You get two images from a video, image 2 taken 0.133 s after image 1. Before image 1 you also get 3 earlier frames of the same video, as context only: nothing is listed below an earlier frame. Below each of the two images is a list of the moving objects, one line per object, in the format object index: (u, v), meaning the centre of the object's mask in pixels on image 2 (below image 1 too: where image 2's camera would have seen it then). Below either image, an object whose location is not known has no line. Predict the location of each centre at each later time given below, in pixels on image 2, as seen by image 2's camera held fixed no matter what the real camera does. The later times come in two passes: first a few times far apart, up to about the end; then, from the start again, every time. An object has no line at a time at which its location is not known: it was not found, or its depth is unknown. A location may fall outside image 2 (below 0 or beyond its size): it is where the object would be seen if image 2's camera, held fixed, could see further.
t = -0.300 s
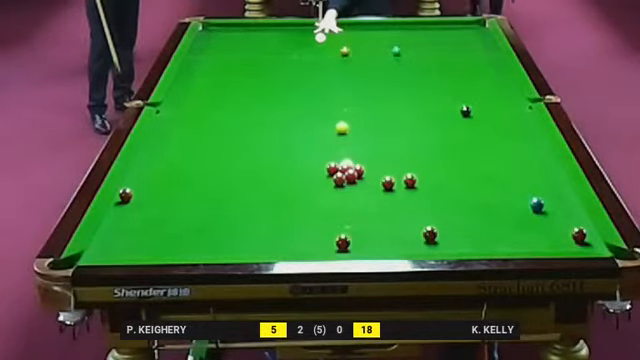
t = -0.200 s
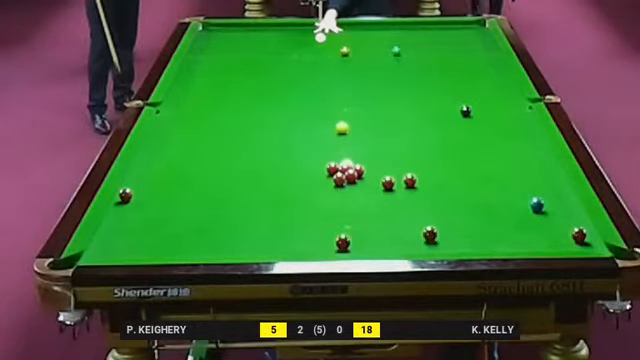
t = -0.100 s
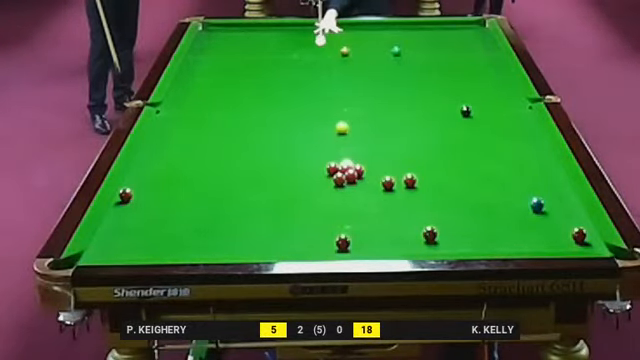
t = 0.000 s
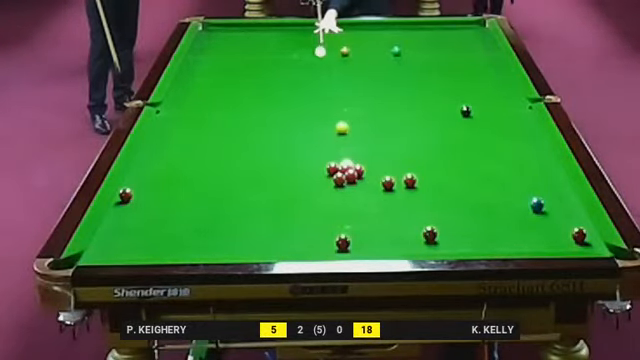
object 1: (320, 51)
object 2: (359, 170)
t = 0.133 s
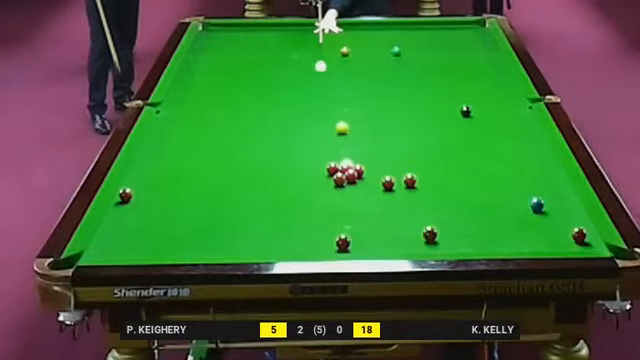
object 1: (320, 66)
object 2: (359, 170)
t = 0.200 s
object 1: (320, 74)
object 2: (359, 170)
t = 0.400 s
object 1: (321, 98)
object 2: (359, 170)
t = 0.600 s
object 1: (321, 126)
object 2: (359, 170)
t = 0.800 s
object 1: (322, 160)
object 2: (359, 170)
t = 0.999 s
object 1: (286, 189)
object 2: (394, 172)
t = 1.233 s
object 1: (235, 228)
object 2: (438, 176)
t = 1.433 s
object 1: (193, 248)
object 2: (474, 179)
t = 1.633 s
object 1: (175, 223)
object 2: (510, 181)
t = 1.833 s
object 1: (158, 201)
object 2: (545, 183)
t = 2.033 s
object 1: (142, 181)
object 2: (557, 185)
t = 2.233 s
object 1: (139, 166)
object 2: (535, 187)
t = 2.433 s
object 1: (159, 152)
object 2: (515, 189)
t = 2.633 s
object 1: (176, 140)
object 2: (496, 191)
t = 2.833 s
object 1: (191, 129)
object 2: (478, 193)
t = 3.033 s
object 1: (205, 118)
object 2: (461, 195)
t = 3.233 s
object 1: (218, 109)
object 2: (445, 196)
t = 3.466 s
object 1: (232, 99)
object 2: (427, 198)
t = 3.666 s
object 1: (242, 91)
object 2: (413, 200)
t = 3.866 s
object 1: (252, 84)
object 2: (400, 201)
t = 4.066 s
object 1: (261, 77)
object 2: (389, 202)
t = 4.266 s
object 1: (269, 71)
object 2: (379, 203)
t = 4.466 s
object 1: (277, 65)
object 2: (369, 205)
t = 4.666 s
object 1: (284, 60)
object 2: (361, 206)
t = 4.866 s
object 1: (290, 55)
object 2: (354, 207)
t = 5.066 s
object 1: (296, 50)
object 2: (348, 208)
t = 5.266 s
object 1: (302, 46)
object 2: (343, 208)
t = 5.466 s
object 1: (307, 42)
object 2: (339, 209)
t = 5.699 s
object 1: (313, 38)
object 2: (336, 209)
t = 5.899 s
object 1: (317, 34)
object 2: (335, 209)
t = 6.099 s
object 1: (320, 32)
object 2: (335, 209)
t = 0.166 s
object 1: (320, 70)
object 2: (359, 170)
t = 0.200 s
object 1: (320, 74)
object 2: (359, 170)
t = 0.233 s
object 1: (320, 77)
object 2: (359, 170)
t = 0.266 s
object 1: (320, 81)
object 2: (359, 170)
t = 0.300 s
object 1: (320, 86)
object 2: (359, 170)
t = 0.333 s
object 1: (321, 89)
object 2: (359, 170)
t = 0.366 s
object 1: (321, 94)
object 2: (359, 170)
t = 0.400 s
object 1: (321, 98)
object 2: (359, 170)
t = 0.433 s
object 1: (321, 102)
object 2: (359, 170)
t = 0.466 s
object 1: (321, 107)
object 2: (359, 170)
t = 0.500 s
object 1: (321, 112)
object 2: (359, 170)
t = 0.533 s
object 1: (321, 117)
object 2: (359, 170)
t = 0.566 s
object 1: (321, 122)
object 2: (359, 170)
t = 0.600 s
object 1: (321, 126)
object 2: (359, 170)
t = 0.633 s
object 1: (321, 132)
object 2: (359, 170)
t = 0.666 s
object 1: (322, 137)
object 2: (359, 170)
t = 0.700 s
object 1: (322, 143)
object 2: (359, 170)
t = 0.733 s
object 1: (322, 148)
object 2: (359, 170)
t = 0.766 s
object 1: (322, 154)
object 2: (359, 170)
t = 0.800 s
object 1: (322, 160)
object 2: (359, 170)
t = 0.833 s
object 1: (320, 166)
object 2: (359, 170)
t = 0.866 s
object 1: (313, 171)
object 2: (367, 171)
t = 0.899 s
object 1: (306, 175)
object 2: (375, 172)
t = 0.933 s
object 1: (299, 179)
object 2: (381, 172)
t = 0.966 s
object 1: (292, 184)
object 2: (388, 171)
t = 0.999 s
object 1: (286, 189)
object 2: (394, 172)
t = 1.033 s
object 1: (279, 195)
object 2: (400, 173)
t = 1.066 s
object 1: (272, 200)
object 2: (405, 171)
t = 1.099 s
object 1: (265, 205)
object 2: (414, 172)
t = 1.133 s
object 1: (258, 211)
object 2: (419, 175)
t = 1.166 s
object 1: (250, 216)
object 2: (426, 176)
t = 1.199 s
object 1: (243, 222)
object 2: (432, 176)
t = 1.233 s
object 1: (235, 228)
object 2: (438, 176)
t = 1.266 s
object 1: (227, 234)
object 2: (444, 176)
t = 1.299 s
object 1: (220, 240)
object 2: (450, 177)
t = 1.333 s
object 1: (212, 245)
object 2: (456, 177)
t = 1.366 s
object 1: (204, 249)
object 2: (462, 178)
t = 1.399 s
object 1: (196, 251)
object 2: (468, 178)
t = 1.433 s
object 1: (193, 248)
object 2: (474, 179)
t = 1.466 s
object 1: (190, 245)
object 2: (480, 179)
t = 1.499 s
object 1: (187, 240)
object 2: (486, 179)
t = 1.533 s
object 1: (184, 235)
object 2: (492, 180)
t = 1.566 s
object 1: (181, 231)
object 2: (498, 180)
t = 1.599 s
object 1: (177, 227)
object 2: (504, 180)
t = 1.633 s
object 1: (175, 223)
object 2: (510, 181)
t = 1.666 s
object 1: (171, 220)
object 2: (516, 181)
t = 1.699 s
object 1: (168, 216)
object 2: (521, 182)
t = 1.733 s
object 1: (166, 212)
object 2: (527, 182)
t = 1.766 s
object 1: (163, 208)
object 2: (533, 182)
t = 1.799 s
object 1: (160, 205)
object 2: (539, 183)
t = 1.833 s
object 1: (158, 201)
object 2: (545, 183)
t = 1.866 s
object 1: (155, 198)
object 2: (550, 184)
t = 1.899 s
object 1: (152, 195)
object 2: (556, 184)
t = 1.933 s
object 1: (150, 192)
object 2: (562, 185)
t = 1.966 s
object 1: (147, 188)
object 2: (565, 185)
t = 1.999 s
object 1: (144, 185)
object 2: (561, 185)
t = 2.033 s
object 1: (142, 181)
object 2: (557, 185)
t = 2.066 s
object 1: (139, 179)
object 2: (553, 186)
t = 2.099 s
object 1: (137, 176)
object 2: (549, 186)
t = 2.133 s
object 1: (135, 173)
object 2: (546, 186)
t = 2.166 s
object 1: (133, 170)
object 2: (542, 186)
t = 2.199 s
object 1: (136, 168)
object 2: (539, 187)
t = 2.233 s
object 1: (139, 166)
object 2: (535, 187)
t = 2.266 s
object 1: (143, 163)
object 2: (532, 188)
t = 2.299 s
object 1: (146, 161)
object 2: (529, 188)
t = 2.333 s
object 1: (149, 158)
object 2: (525, 188)
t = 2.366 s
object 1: (152, 156)
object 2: (522, 189)
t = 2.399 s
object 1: (155, 154)
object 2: (518, 189)
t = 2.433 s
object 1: (159, 152)
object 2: (515, 189)
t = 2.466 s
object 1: (161, 150)
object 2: (512, 190)
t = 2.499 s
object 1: (164, 148)
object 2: (509, 190)
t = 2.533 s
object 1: (167, 146)
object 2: (505, 190)
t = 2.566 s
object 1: (170, 144)
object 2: (502, 191)
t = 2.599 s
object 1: (173, 142)
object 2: (499, 191)
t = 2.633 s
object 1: (176, 140)
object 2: (496, 191)
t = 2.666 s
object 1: (178, 138)
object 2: (493, 191)
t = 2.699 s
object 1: (181, 136)
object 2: (490, 192)
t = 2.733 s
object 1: (184, 134)
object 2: (487, 192)
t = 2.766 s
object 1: (186, 132)
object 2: (484, 192)
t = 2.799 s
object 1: (189, 130)
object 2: (481, 193)
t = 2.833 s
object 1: (191, 129)
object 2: (478, 193)
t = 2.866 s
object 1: (194, 127)
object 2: (475, 193)
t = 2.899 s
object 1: (196, 125)
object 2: (472, 193)
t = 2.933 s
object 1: (198, 124)
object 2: (469, 194)
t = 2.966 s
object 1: (201, 122)
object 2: (466, 194)
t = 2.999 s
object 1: (203, 120)
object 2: (463, 194)
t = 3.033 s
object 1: (205, 118)
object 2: (461, 195)
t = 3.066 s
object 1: (208, 117)
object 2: (458, 195)
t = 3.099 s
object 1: (209, 115)
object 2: (455, 195)
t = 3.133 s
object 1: (212, 114)
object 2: (452, 196)
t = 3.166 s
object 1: (214, 112)
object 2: (450, 196)
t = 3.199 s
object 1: (216, 111)
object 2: (448, 196)
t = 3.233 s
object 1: (218, 109)
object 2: (445, 196)
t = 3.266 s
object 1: (220, 108)
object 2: (442, 196)
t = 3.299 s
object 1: (222, 106)
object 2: (440, 197)
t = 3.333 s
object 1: (224, 105)
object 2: (437, 197)
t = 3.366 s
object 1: (226, 103)
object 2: (435, 197)
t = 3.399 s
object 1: (228, 102)
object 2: (432, 198)
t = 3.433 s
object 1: (230, 100)
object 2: (430, 198)
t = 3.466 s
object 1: (232, 99)
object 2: (427, 198)
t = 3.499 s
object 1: (234, 98)
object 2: (425, 199)
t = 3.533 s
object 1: (235, 96)
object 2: (423, 199)
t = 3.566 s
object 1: (237, 95)
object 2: (420, 199)
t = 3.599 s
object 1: (239, 94)
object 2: (418, 200)
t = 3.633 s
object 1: (241, 92)
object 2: (416, 200)
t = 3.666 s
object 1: (242, 91)
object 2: (413, 200)
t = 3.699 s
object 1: (244, 90)
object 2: (411, 200)
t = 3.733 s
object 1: (245, 89)
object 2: (409, 200)
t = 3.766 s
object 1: (247, 88)
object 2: (407, 201)
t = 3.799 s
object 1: (249, 86)
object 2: (405, 201)
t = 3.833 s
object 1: (250, 85)
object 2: (403, 201)
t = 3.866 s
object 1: (252, 84)
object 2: (400, 201)
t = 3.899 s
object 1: (253, 83)
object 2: (398, 201)
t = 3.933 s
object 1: (255, 81)
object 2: (397, 201)
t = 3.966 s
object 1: (256, 81)
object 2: (395, 202)
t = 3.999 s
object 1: (258, 79)
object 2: (393, 202)
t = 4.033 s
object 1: (259, 78)
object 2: (391, 202)
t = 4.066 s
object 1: (261, 77)
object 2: (389, 202)
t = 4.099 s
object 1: (262, 76)
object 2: (387, 203)
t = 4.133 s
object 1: (264, 75)
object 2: (385, 203)
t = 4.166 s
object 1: (265, 74)
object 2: (384, 203)
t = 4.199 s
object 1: (267, 73)
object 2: (382, 203)
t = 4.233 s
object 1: (268, 72)
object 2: (380, 203)
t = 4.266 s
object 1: (269, 71)
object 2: (379, 203)
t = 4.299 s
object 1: (270, 70)
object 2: (377, 204)
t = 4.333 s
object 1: (272, 69)
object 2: (375, 204)
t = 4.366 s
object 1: (273, 68)
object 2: (373, 204)
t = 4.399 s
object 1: (274, 67)
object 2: (372, 204)
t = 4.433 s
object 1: (276, 66)
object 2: (370, 204)
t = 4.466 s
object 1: (277, 65)
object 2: (369, 205)
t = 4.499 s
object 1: (278, 64)
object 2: (367, 205)
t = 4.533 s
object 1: (279, 63)
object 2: (366, 205)
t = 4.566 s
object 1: (281, 62)
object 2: (364, 205)
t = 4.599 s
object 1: (282, 61)
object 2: (363, 206)
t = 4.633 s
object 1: (283, 61)
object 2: (362, 206)
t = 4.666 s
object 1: (284, 60)
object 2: (361, 206)
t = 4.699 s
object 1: (285, 59)
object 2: (359, 206)
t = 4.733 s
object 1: (286, 58)
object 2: (358, 206)
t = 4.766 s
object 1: (287, 57)
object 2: (357, 206)
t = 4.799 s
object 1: (288, 56)
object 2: (356, 207)
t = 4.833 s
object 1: (289, 55)
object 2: (355, 207)
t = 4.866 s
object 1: (290, 55)
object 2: (354, 207)
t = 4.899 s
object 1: (291, 54)
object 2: (353, 207)
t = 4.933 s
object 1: (292, 53)
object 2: (351, 207)
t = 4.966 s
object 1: (293, 53)
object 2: (351, 207)
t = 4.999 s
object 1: (294, 52)
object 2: (350, 208)
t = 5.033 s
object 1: (295, 51)
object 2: (349, 208)
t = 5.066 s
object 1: (296, 50)
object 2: (348, 208)
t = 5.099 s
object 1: (297, 49)
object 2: (347, 208)
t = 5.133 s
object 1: (298, 49)
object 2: (346, 208)
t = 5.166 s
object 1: (299, 48)
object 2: (345, 208)
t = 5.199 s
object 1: (300, 47)
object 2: (344, 208)
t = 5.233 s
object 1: (301, 46)
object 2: (343, 208)
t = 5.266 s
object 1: (302, 46)
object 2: (343, 208)
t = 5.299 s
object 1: (303, 45)
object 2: (342, 209)
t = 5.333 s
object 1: (304, 45)
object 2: (341, 208)
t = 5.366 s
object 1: (305, 44)
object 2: (341, 209)
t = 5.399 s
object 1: (305, 43)
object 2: (340, 209)
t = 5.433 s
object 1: (306, 42)
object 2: (339, 209)
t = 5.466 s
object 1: (307, 42)
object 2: (339, 209)
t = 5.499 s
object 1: (308, 41)
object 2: (338, 209)
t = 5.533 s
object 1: (309, 41)
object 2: (338, 209)
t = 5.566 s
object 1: (309, 41)
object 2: (338, 209)
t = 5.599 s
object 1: (310, 39)
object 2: (337, 209)
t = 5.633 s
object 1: (311, 39)
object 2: (337, 209)
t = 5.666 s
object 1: (312, 38)
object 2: (337, 209)
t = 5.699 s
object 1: (313, 38)
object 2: (336, 209)
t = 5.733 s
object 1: (313, 37)
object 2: (336, 209)
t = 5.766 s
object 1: (314, 36)
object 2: (336, 209)
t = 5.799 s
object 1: (315, 36)
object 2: (336, 209)
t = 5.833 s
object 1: (315, 36)
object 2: (335, 209)
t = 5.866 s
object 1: (316, 35)
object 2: (335, 209)
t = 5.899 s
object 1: (317, 34)
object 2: (335, 209)
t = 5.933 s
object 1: (318, 34)
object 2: (335, 209)
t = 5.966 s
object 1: (318, 33)
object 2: (335, 209)
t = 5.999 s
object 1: (319, 33)
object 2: (335, 209)
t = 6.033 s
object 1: (319, 32)
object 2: (335, 209)
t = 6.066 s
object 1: (320, 32)
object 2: (335, 209)
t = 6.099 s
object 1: (320, 32)
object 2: (335, 209)
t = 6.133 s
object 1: (321, 31)
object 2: (335, 209)
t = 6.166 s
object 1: (322, 31)
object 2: (335, 209)
